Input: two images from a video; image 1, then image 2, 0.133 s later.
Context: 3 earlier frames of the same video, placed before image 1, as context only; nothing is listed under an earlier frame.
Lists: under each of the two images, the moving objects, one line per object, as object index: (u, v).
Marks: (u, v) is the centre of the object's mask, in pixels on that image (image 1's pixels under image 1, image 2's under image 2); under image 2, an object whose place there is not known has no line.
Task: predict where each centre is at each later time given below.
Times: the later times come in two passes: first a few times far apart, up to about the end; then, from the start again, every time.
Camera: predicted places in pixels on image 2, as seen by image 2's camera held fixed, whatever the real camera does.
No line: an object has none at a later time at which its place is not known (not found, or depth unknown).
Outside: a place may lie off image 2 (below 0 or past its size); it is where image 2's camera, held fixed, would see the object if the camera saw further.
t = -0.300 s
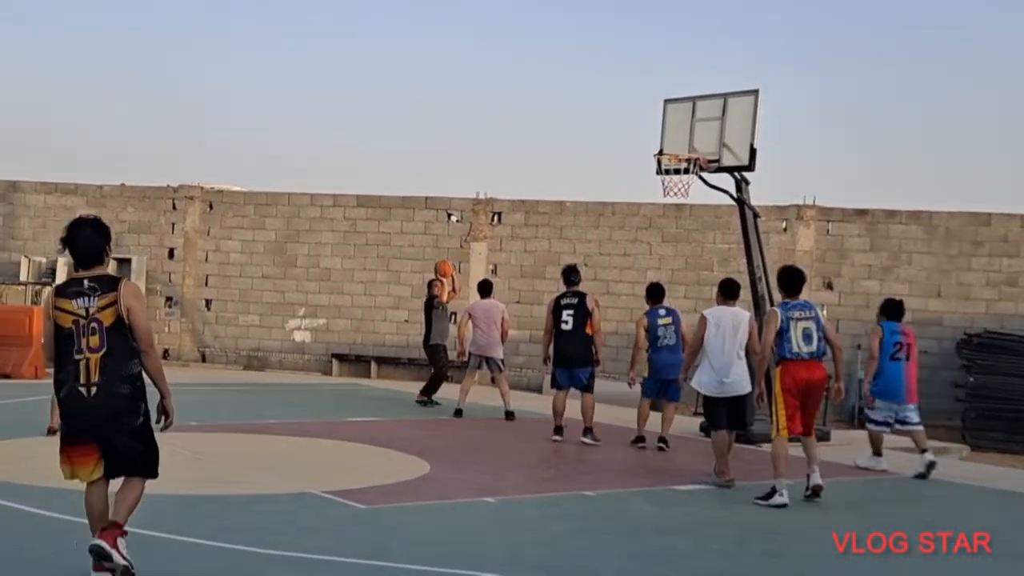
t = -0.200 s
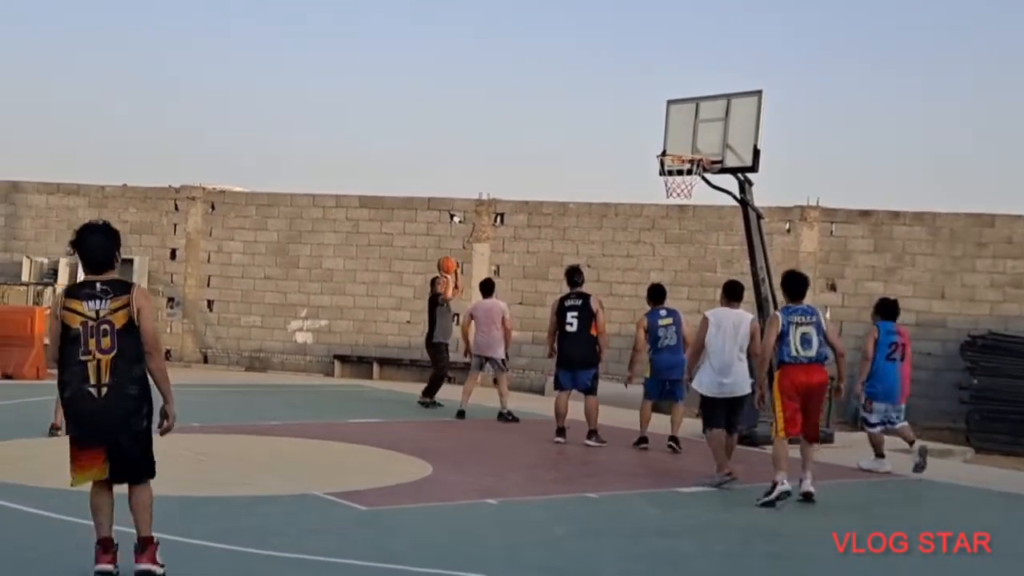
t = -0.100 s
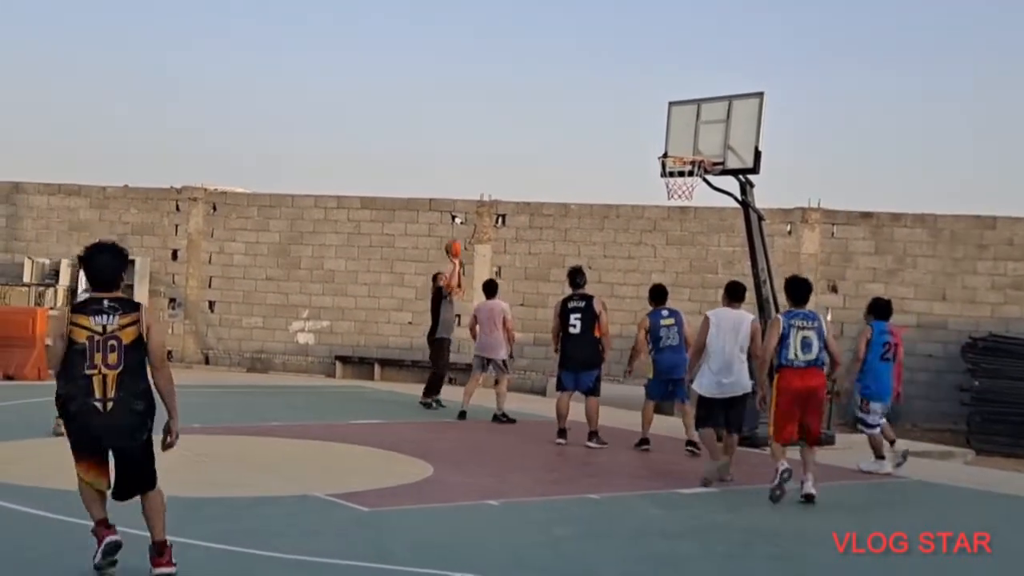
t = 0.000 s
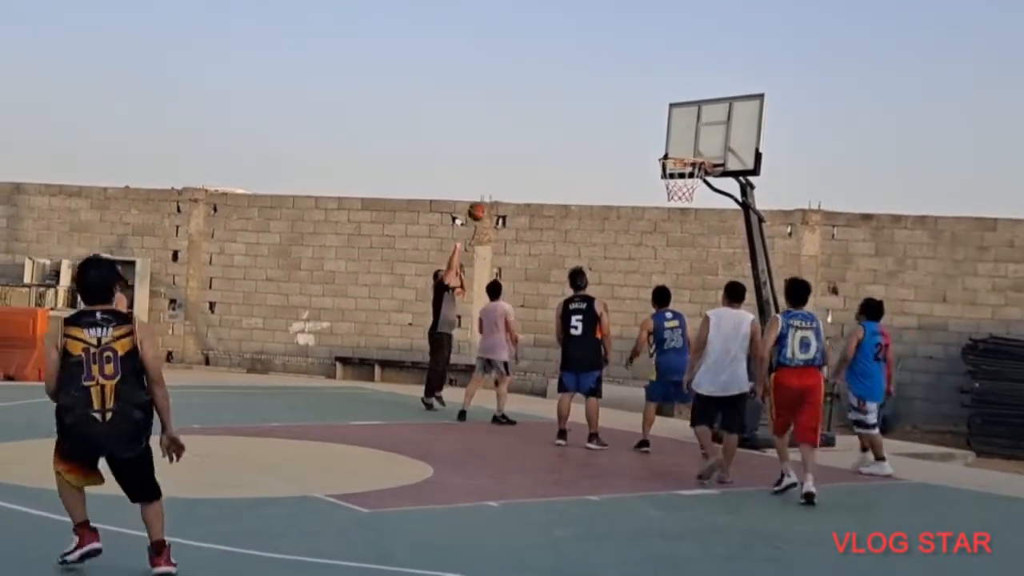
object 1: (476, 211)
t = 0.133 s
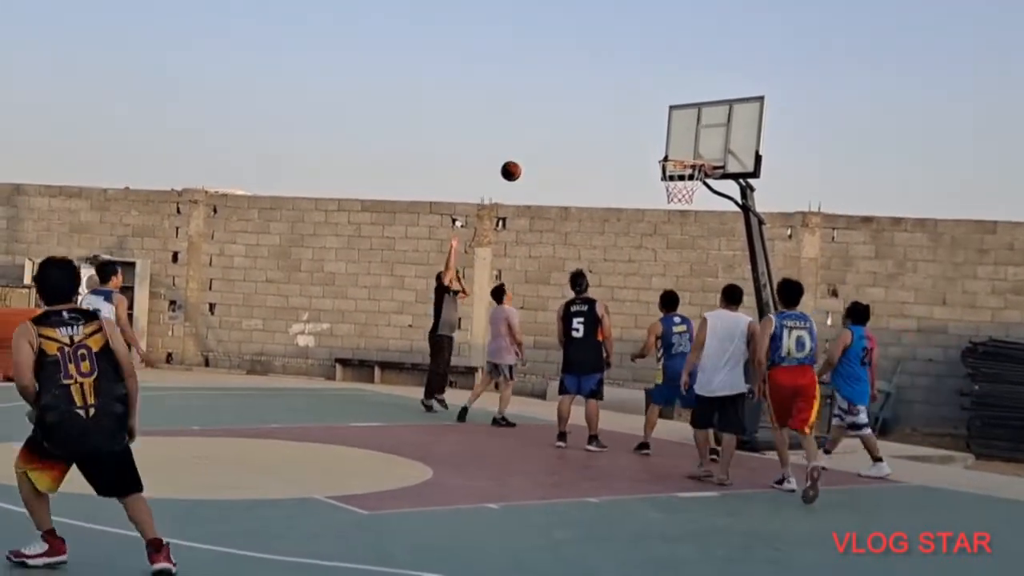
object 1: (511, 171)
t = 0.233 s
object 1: (536, 148)
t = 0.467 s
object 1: (599, 124)
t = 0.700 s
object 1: (663, 150)
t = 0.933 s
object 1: (674, 119)
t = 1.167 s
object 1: (668, 122)
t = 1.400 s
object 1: (651, 168)
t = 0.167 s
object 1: (519, 162)
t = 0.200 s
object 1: (528, 154)
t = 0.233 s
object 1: (536, 148)
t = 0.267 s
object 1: (545, 142)
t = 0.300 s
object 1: (554, 136)
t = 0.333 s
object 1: (563, 132)
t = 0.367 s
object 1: (572, 129)
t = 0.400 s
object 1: (581, 126)
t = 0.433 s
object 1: (590, 125)
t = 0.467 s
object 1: (599, 124)
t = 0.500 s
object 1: (608, 125)
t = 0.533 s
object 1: (617, 126)
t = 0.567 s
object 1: (626, 129)
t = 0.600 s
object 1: (635, 132)
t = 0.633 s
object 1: (644, 136)
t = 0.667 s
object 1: (654, 143)
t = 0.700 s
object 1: (663, 150)
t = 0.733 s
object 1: (669, 152)
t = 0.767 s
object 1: (670, 145)
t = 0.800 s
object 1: (671, 138)
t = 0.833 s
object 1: (672, 131)
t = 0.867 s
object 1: (672, 126)
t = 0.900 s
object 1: (673, 122)
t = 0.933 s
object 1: (674, 119)
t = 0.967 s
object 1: (674, 117)
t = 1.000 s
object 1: (674, 116)
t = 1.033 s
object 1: (675, 116)
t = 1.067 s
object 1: (675, 117)
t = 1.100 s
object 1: (673, 117)
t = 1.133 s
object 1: (670, 119)
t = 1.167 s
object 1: (668, 122)
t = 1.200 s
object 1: (666, 126)
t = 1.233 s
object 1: (664, 130)
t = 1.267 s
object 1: (661, 136)
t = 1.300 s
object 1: (659, 142)
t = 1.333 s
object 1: (655, 150)
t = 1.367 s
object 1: (653, 159)
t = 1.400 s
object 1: (651, 168)
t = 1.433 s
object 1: (649, 179)
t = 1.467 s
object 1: (646, 190)
